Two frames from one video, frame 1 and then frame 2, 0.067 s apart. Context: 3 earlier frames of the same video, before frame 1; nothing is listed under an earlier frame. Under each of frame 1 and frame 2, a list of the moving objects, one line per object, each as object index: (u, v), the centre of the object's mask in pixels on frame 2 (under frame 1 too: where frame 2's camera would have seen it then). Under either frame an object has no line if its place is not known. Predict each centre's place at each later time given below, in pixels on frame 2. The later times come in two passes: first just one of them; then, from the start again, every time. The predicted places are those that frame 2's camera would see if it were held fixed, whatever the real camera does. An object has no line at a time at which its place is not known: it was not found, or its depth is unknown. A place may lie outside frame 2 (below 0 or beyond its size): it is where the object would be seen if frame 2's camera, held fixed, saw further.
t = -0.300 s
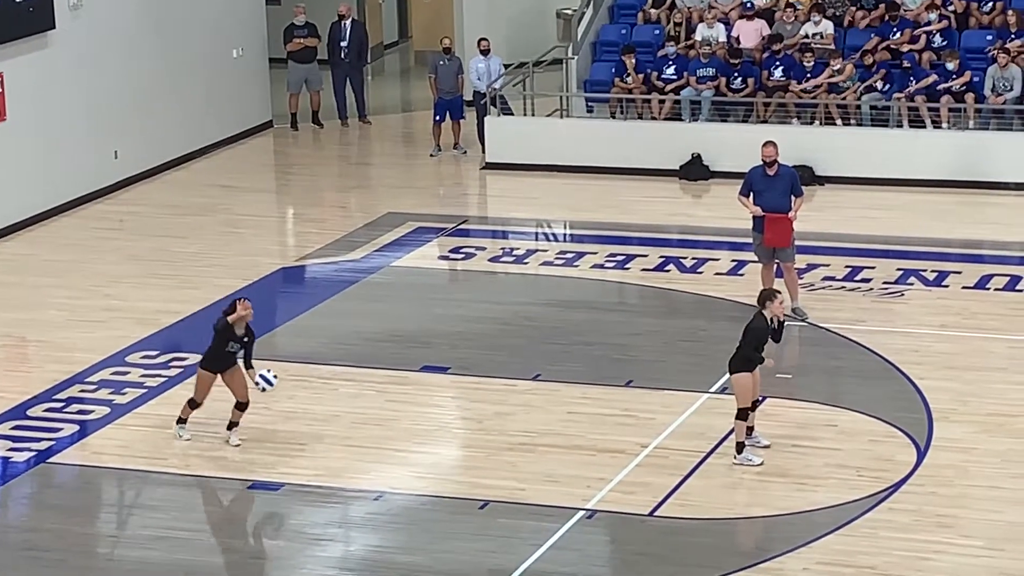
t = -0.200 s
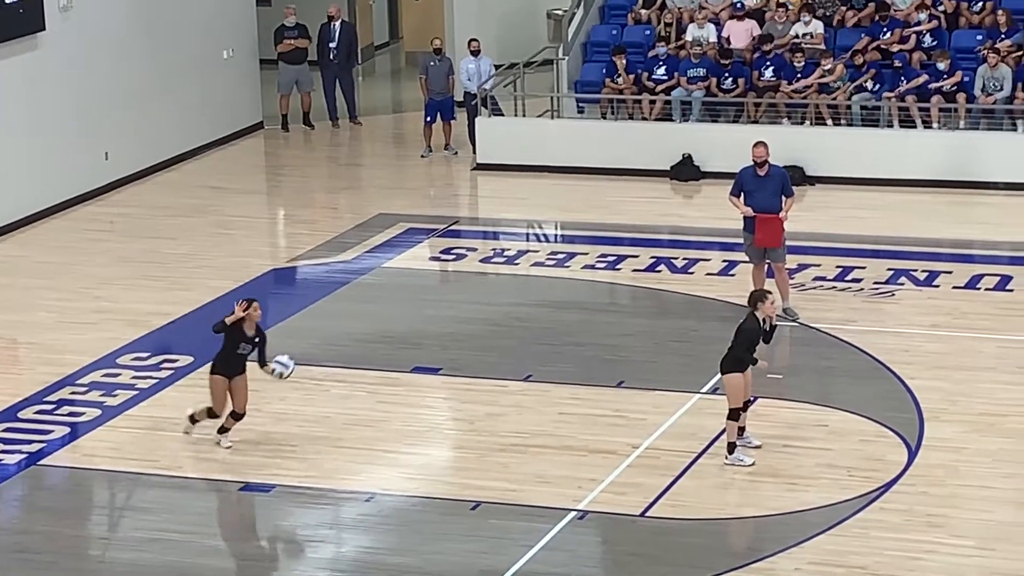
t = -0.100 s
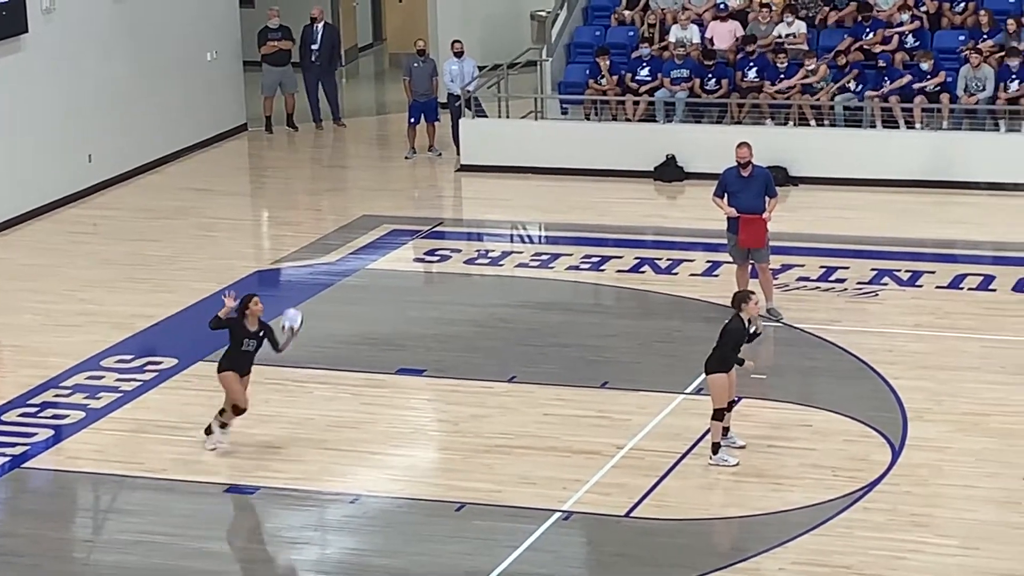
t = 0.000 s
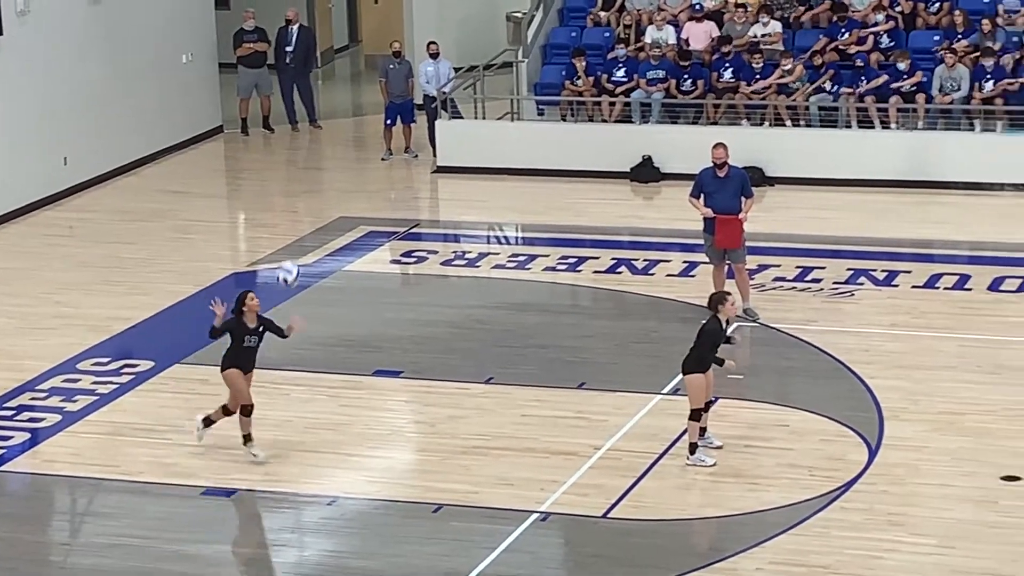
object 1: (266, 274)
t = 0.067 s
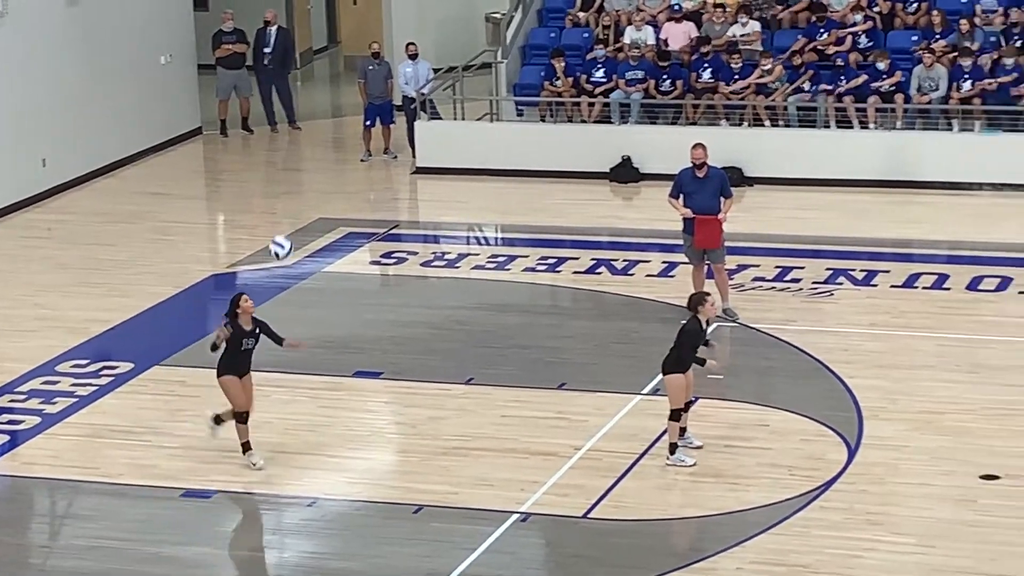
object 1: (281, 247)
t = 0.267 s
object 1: (324, 196)
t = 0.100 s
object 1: (288, 237)
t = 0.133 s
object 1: (295, 225)
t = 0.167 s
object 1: (302, 216)
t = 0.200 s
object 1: (310, 208)
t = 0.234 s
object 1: (317, 202)
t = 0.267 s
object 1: (324, 196)
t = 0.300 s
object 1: (332, 192)
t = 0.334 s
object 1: (339, 188)
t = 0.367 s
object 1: (346, 187)
